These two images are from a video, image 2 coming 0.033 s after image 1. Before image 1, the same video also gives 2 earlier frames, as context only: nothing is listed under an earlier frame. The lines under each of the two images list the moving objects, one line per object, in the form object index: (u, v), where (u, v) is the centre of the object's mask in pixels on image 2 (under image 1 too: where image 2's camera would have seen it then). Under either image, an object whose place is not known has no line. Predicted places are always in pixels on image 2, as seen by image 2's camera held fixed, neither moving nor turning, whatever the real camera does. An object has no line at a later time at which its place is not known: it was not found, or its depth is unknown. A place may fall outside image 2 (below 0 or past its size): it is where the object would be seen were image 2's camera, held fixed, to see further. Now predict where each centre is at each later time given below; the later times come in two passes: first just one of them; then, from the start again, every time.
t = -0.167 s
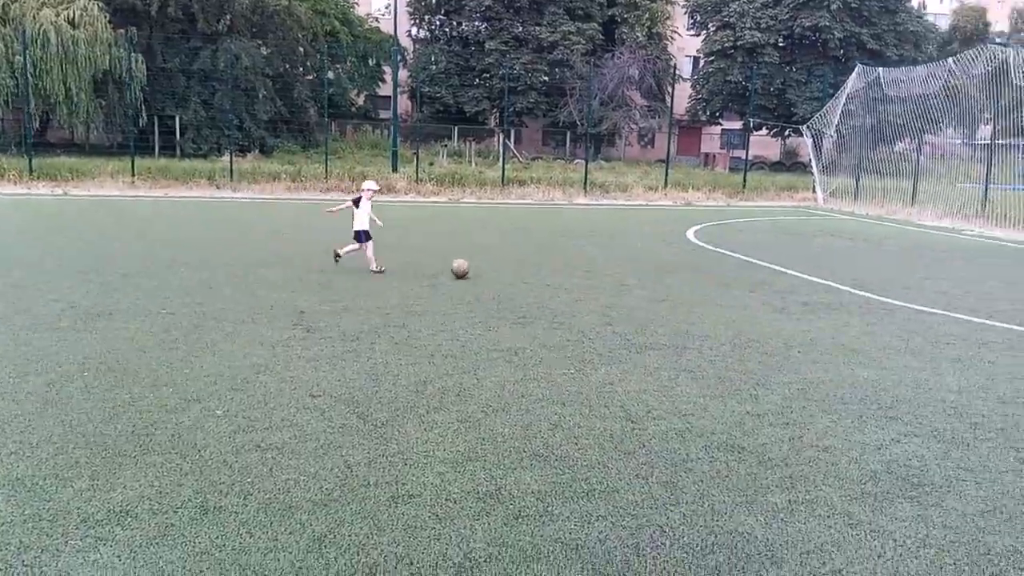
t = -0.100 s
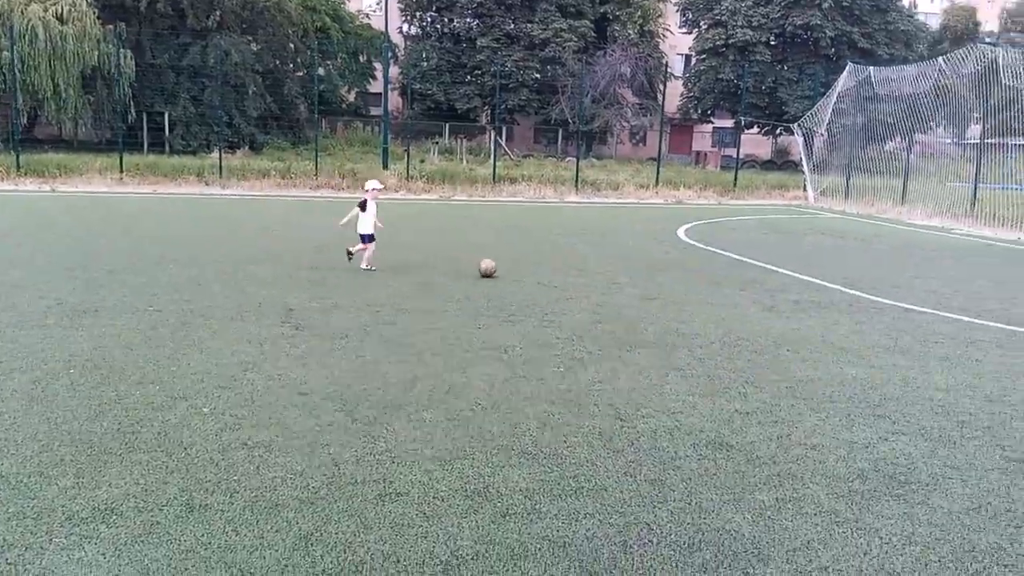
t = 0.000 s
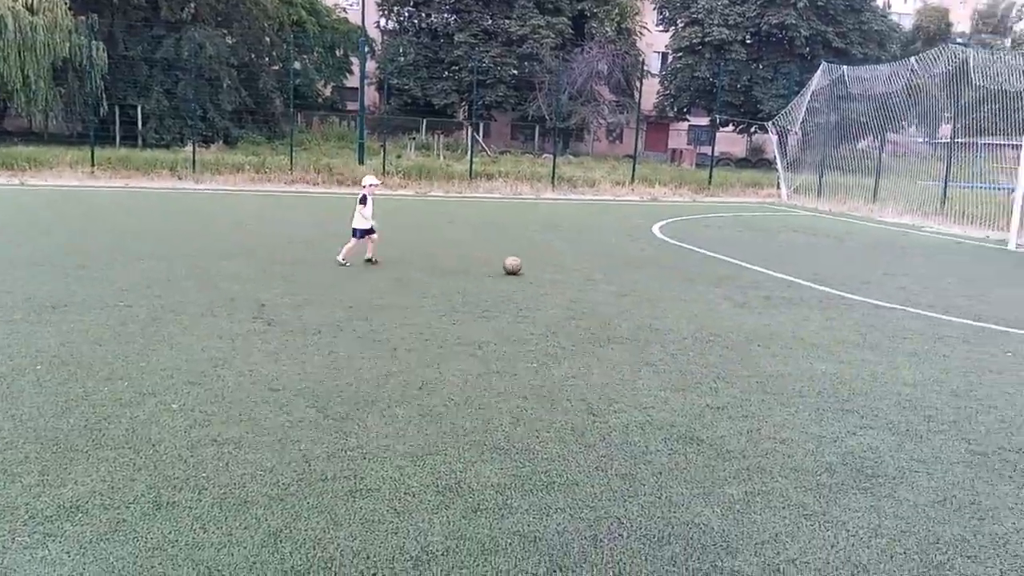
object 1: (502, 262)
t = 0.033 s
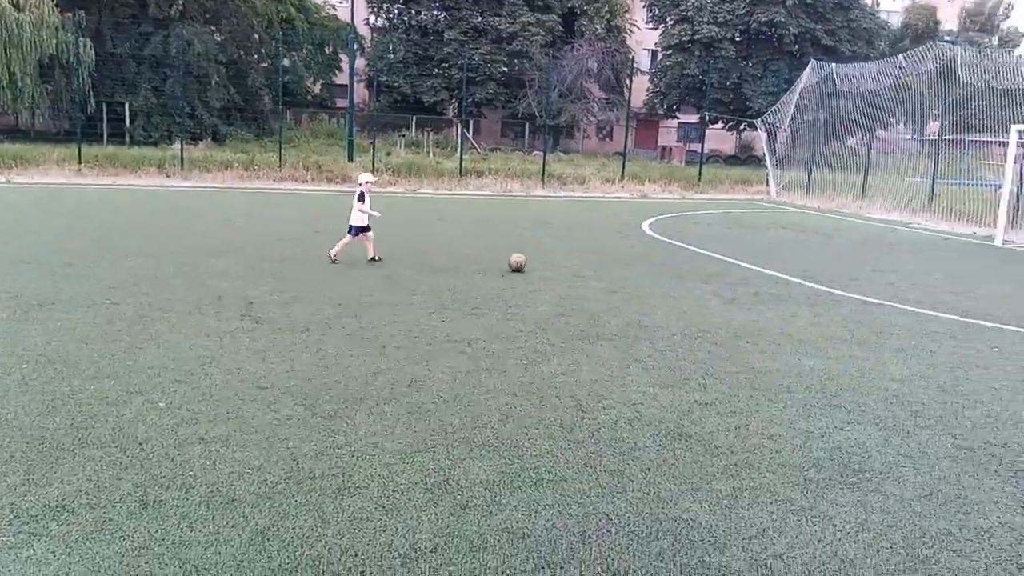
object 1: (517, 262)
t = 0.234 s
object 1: (605, 264)
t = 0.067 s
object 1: (532, 262)
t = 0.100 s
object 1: (546, 263)
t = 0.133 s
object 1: (562, 264)
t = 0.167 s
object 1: (576, 264)
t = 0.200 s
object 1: (590, 264)
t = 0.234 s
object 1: (605, 264)
